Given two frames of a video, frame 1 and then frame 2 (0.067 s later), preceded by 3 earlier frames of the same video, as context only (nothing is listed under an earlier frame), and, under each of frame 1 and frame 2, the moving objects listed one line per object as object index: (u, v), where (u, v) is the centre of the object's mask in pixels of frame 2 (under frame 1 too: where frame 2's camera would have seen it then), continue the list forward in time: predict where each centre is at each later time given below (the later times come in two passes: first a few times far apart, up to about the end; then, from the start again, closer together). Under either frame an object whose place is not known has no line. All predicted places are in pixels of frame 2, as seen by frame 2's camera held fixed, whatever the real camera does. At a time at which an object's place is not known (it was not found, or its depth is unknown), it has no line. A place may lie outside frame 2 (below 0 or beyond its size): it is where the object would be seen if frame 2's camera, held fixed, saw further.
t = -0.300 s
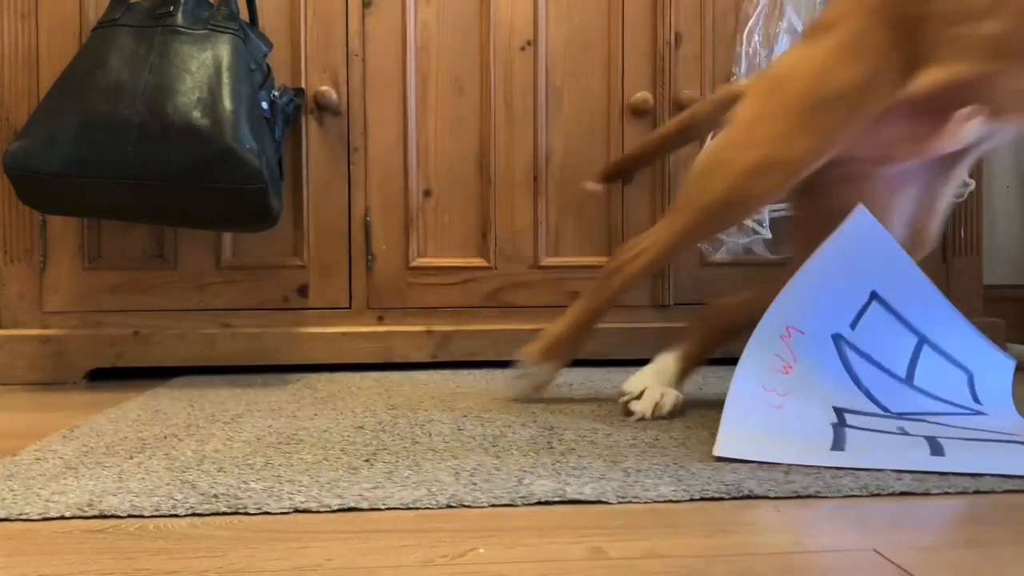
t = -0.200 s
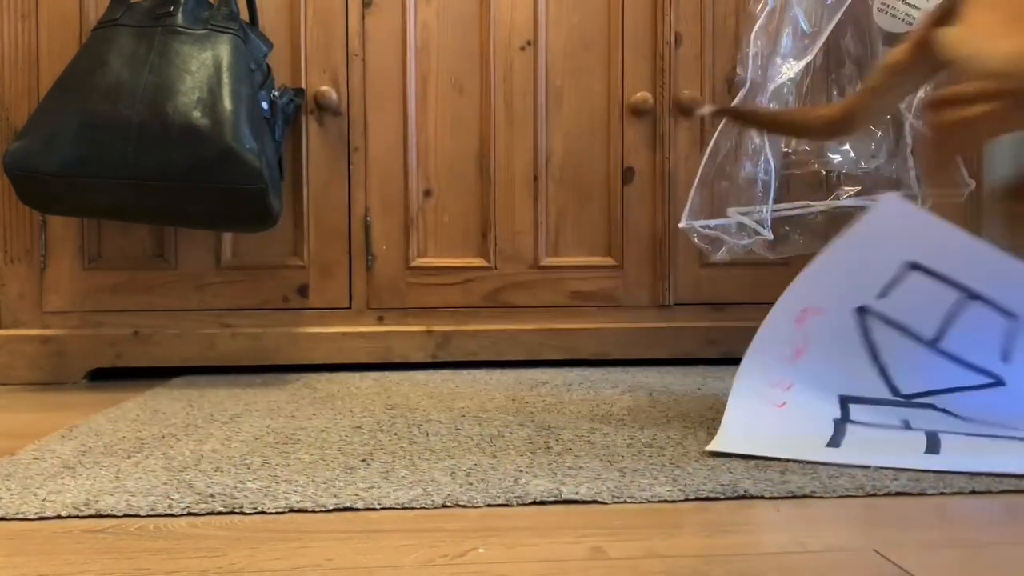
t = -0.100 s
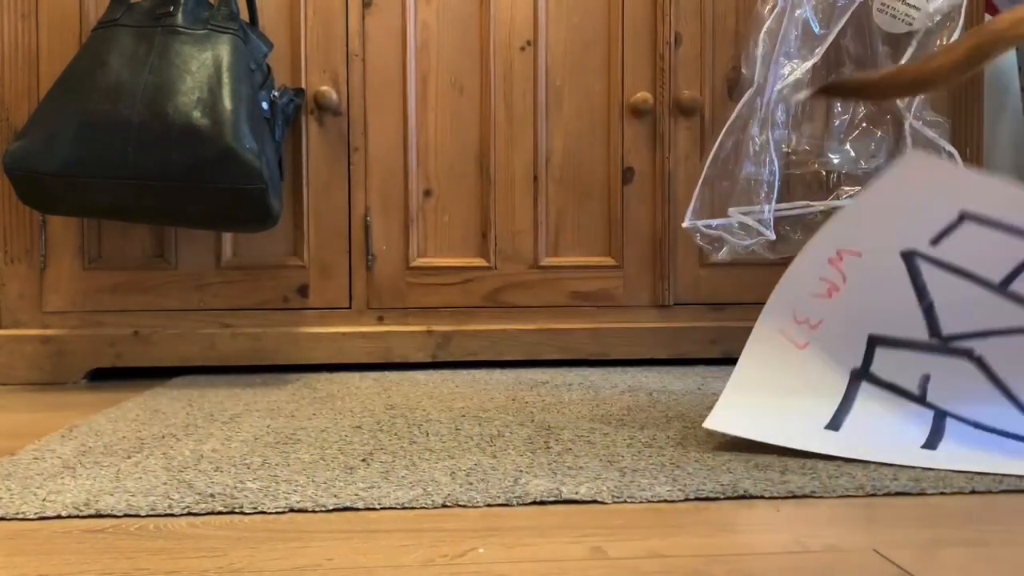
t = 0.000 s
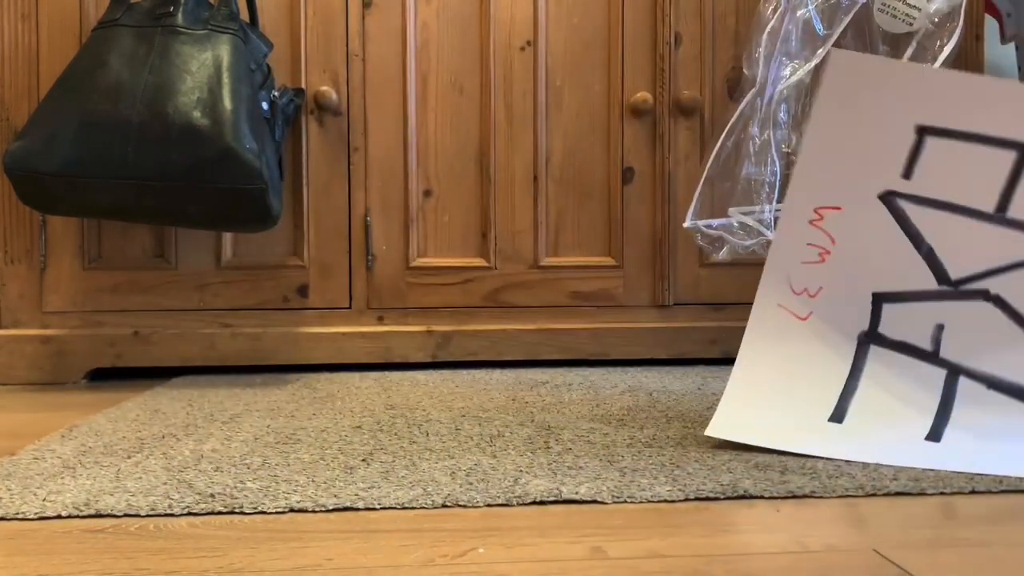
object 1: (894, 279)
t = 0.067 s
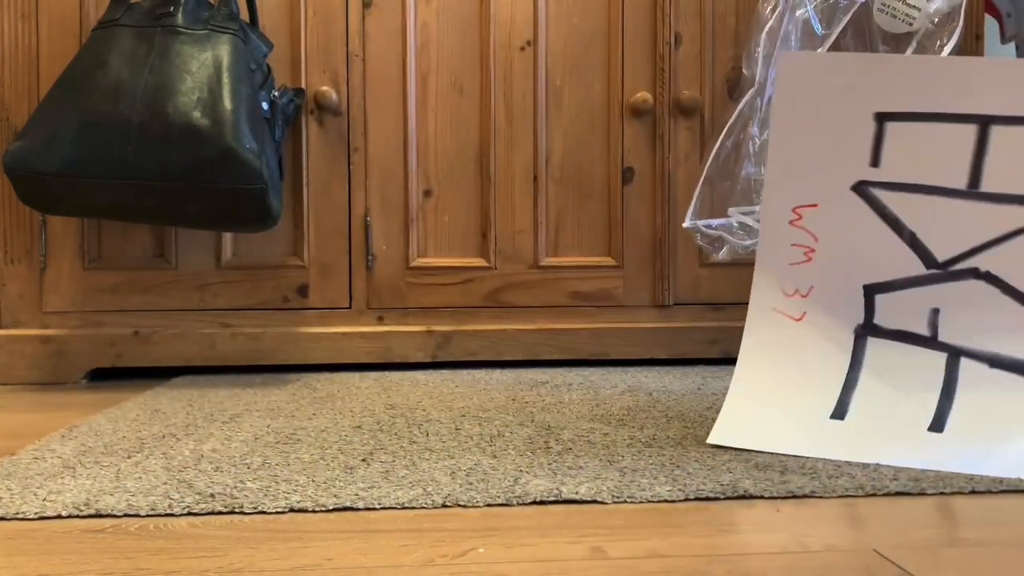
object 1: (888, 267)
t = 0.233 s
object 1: (882, 289)
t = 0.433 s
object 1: (893, 360)
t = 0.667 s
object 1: (896, 425)
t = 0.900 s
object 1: (895, 429)
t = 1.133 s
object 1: (895, 429)
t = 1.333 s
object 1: (895, 430)
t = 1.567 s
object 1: (895, 430)
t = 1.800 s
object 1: (895, 430)
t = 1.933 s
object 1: (895, 430)
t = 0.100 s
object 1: (886, 267)
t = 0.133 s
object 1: (884, 268)
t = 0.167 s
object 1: (883, 272)
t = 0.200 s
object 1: (882, 279)
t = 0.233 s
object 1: (882, 289)
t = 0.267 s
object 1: (883, 301)
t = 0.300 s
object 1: (885, 316)
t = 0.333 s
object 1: (888, 329)
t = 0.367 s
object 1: (891, 339)
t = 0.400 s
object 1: (893, 348)
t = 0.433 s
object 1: (893, 360)
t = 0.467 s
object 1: (888, 376)
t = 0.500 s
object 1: (884, 390)
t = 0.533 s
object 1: (883, 400)
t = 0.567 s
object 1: (889, 407)
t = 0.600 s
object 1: (897, 413)
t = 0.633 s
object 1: (902, 418)
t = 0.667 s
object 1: (896, 425)
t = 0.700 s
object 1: (894, 429)
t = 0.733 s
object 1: (895, 430)
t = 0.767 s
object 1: (895, 429)
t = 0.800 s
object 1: (895, 429)
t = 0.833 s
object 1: (895, 429)
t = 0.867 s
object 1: (895, 430)
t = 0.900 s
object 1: (895, 429)
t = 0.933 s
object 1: (895, 429)
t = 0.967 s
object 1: (895, 430)
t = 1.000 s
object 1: (895, 430)
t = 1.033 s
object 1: (895, 429)
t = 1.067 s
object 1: (895, 430)
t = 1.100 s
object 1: (895, 430)
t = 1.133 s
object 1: (895, 429)
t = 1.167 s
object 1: (895, 430)
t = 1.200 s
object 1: (895, 430)
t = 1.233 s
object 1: (895, 430)
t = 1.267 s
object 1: (895, 430)
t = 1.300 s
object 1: (895, 430)
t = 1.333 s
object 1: (895, 430)
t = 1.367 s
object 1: (895, 430)
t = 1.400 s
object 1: (895, 430)
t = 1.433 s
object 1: (895, 430)
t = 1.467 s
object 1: (895, 430)
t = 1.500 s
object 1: (895, 430)
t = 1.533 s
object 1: (895, 430)
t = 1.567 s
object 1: (895, 430)
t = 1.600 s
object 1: (895, 430)
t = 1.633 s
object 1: (895, 430)
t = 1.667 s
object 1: (895, 430)
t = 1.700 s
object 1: (895, 430)
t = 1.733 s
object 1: (895, 430)
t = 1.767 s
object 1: (895, 430)
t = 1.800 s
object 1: (895, 430)
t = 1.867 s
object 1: (895, 430)
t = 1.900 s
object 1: (895, 430)
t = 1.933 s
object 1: (895, 430)
